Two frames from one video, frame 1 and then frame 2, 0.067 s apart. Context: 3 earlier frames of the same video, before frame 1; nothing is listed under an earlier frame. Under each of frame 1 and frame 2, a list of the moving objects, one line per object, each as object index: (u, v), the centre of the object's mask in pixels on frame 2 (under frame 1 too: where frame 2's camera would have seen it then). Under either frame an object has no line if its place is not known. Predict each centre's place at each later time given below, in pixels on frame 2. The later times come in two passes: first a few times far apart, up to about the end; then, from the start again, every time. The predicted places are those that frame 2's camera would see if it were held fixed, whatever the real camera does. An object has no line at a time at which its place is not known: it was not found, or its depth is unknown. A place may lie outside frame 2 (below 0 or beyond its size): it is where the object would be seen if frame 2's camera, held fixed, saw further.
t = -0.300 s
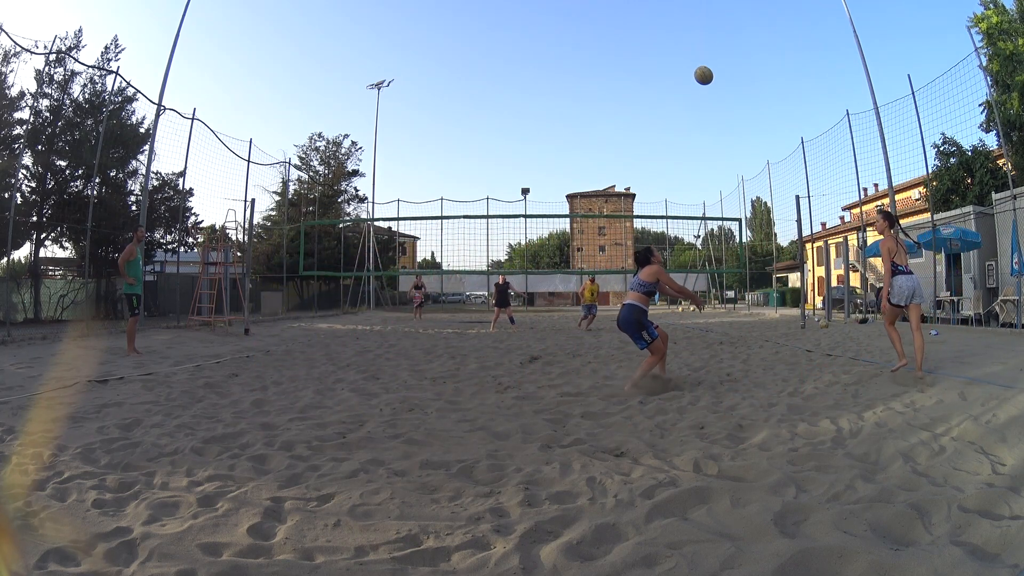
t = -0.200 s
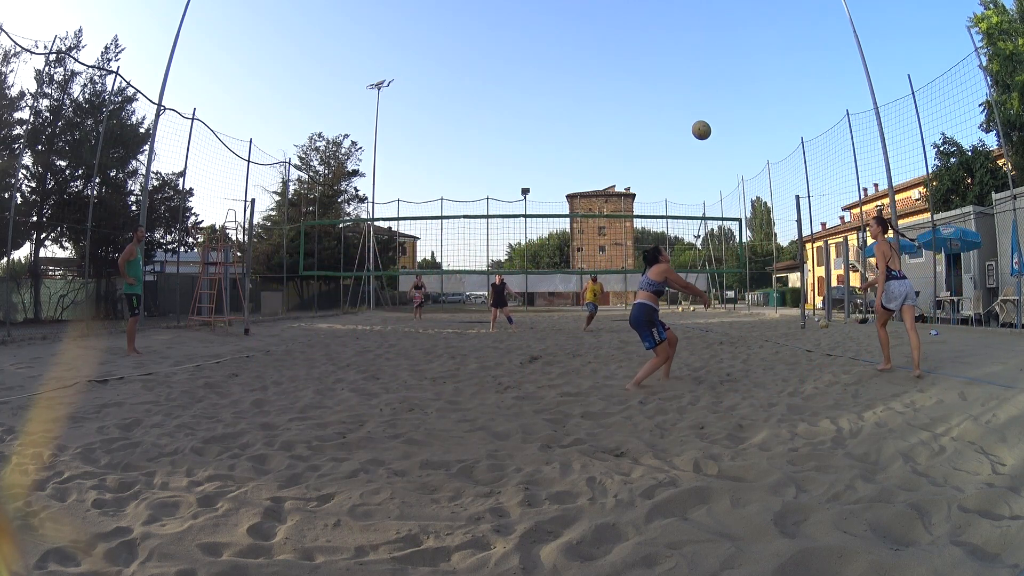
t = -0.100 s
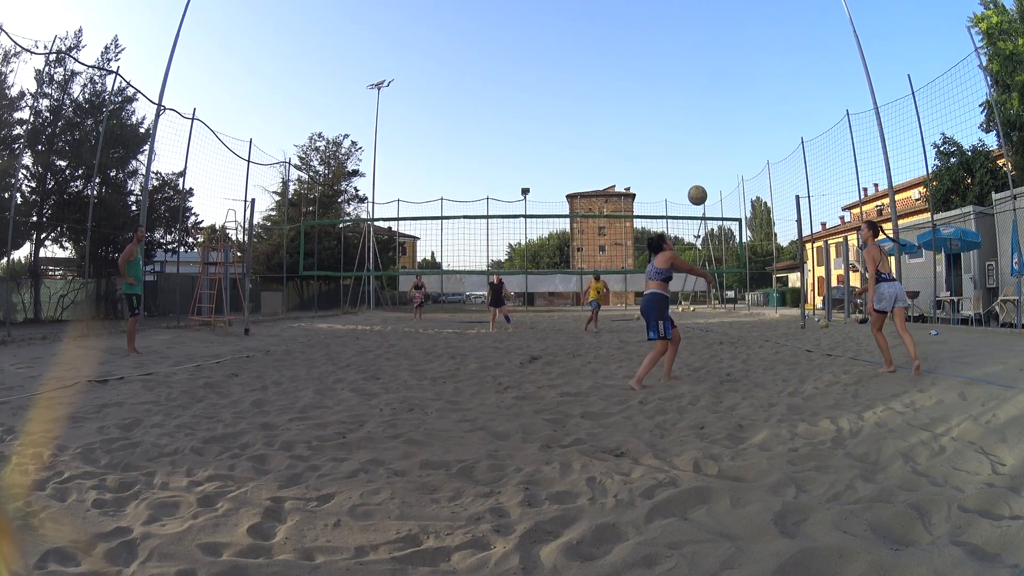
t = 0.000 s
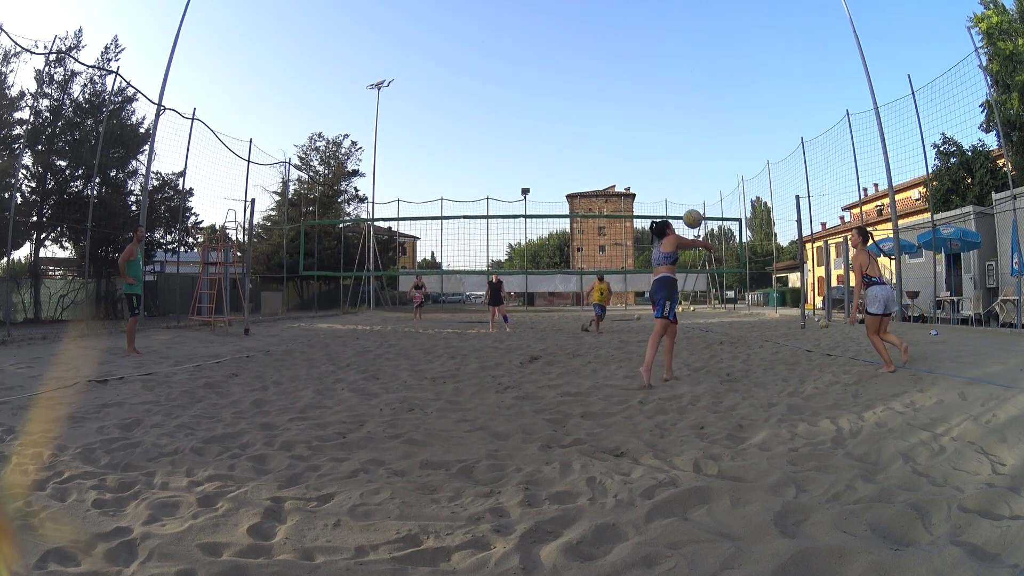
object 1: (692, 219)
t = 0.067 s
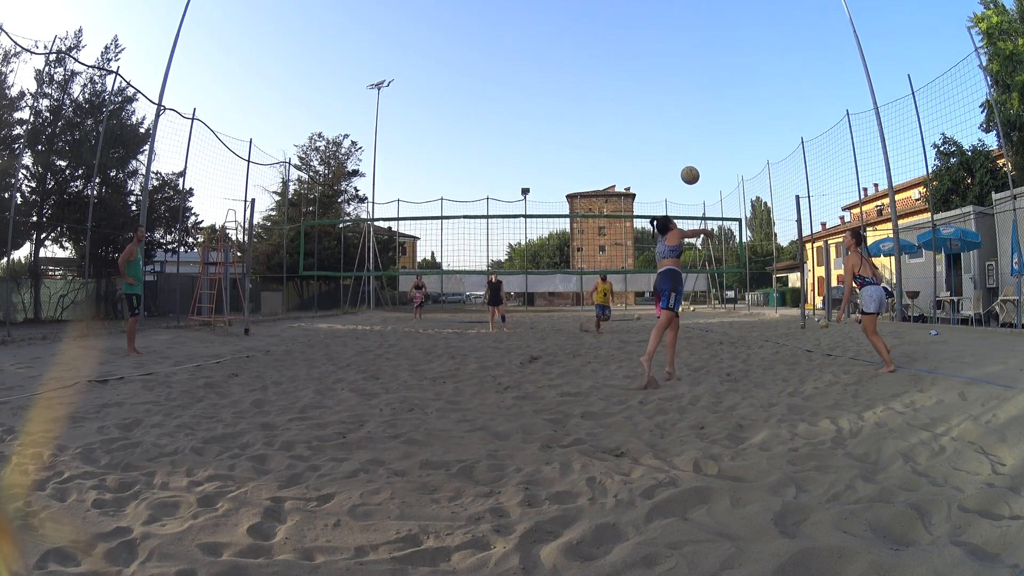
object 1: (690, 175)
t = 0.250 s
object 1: (682, 90)
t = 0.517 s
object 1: (675, 34)
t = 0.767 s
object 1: (673, 24)
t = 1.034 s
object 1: (676, 50)
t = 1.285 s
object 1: (683, 106)
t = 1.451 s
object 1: (687, 164)
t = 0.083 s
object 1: (689, 165)
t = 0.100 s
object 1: (689, 156)
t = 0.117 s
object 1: (688, 147)
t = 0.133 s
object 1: (687, 139)
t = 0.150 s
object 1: (686, 131)
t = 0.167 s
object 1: (685, 123)
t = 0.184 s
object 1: (685, 116)
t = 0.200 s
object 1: (684, 109)
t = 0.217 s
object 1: (683, 102)
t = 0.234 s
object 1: (682, 96)
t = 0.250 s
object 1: (682, 90)
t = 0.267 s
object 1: (681, 85)
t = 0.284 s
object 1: (680, 80)
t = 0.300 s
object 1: (680, 75)
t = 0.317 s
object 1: (679, 70)
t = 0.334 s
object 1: (679, 66)
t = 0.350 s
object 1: (678, 62)
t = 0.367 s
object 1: (678, 58)
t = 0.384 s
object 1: (677, 54)
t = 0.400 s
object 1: (677, 51)
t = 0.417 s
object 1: (677, 48)
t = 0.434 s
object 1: (676, 45)
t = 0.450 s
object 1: (676, 42)
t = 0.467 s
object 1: (675, 40)
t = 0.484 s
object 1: (675, 38)
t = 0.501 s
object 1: (675, 36)
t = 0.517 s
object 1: (675, 34)
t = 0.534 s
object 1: (674, 32)
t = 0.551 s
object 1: (674, 30)
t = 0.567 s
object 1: (674, 29)
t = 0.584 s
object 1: (674, 28)
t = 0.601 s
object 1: (673, 27)
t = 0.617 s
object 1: (673, 26)
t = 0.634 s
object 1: (673, 25)
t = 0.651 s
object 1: (673, 24)
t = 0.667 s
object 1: (673, 24)
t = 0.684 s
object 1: (673, 24)
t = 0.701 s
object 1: (673, 24)
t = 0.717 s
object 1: (673, 24)
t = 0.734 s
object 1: (673, 24)
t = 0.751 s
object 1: (673, 24)
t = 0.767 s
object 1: (673, 24)
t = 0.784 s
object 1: (673, 25)
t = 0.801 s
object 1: (673, 26)
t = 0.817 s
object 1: (673, 27)
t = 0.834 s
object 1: (673, 28)
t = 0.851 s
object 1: (673, 29)
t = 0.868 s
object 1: (674, 30)
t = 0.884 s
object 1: (674, 31)
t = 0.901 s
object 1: (674, 33)
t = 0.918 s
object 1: (674, 34)
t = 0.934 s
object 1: (675, 36)
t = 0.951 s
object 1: (675, 38)
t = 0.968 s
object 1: (675, 40)
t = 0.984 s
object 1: (675, 42)
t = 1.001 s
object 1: (676, 45)
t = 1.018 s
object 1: (676, 47)
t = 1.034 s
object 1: (676, 50)
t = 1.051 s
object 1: (677, 52)
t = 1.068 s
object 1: (677, 55)
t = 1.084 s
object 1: (678, 58)
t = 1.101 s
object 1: (678, 62)
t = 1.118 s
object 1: (678, 65)
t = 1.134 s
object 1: (679, 68)
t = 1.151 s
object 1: (679, 72)
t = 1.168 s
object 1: (680, 76)
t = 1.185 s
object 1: (680, 80)
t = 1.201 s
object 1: (681, 84)
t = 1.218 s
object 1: (681, 88)
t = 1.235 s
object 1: (682, 92)
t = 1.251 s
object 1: (682, 97)
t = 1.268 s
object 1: (682, 102)
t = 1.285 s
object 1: (683, 106)
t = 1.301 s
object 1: (683, 111)
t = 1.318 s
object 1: (684, 117)
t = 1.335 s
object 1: (684, 122)
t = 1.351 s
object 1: (685, 128)
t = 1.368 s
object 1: (685, 133)
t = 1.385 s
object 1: (685, 139)
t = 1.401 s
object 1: (686, 145)
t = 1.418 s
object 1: (686, 151)
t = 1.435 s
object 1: (686, 158)
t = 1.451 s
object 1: (687, 164)
